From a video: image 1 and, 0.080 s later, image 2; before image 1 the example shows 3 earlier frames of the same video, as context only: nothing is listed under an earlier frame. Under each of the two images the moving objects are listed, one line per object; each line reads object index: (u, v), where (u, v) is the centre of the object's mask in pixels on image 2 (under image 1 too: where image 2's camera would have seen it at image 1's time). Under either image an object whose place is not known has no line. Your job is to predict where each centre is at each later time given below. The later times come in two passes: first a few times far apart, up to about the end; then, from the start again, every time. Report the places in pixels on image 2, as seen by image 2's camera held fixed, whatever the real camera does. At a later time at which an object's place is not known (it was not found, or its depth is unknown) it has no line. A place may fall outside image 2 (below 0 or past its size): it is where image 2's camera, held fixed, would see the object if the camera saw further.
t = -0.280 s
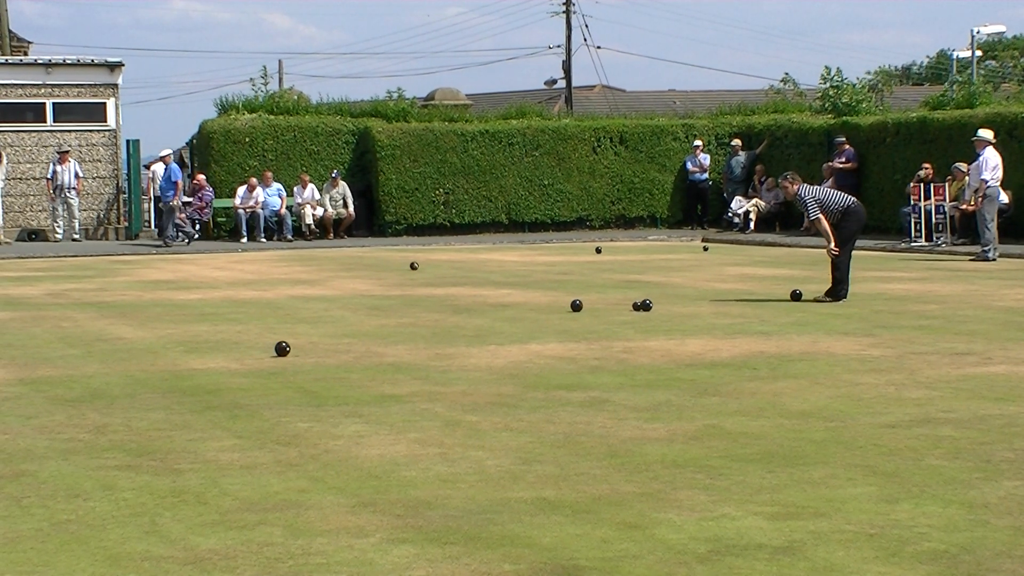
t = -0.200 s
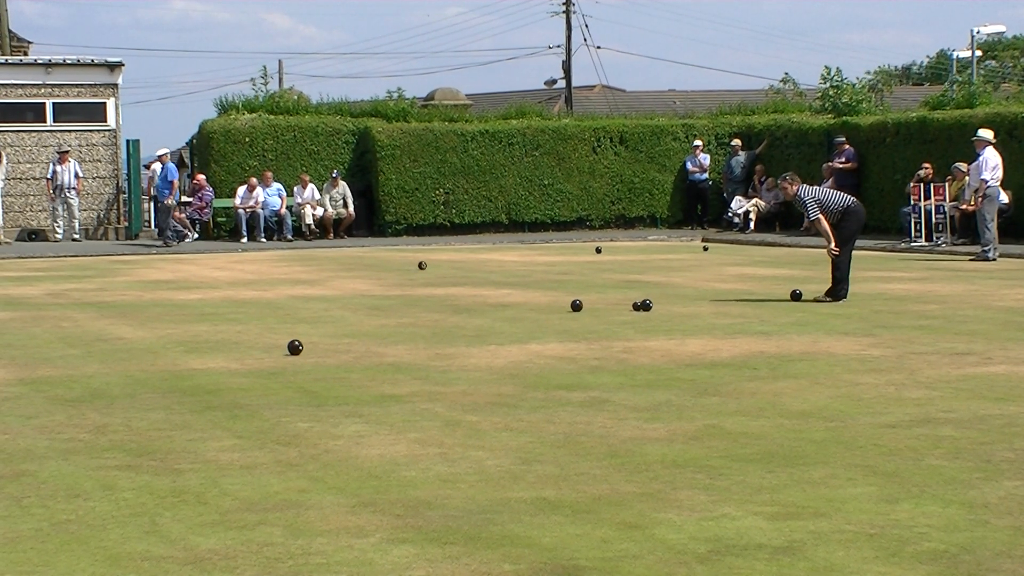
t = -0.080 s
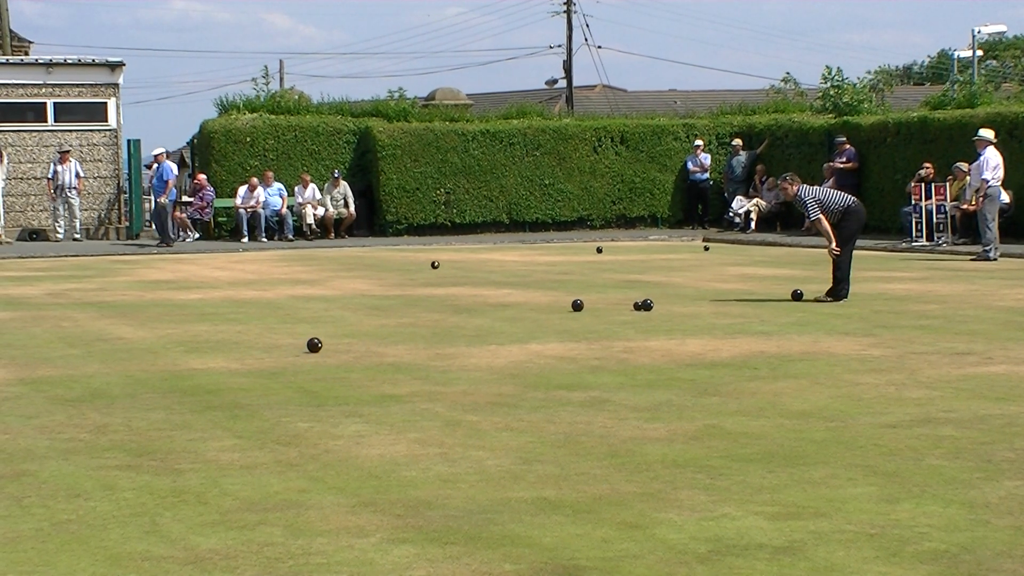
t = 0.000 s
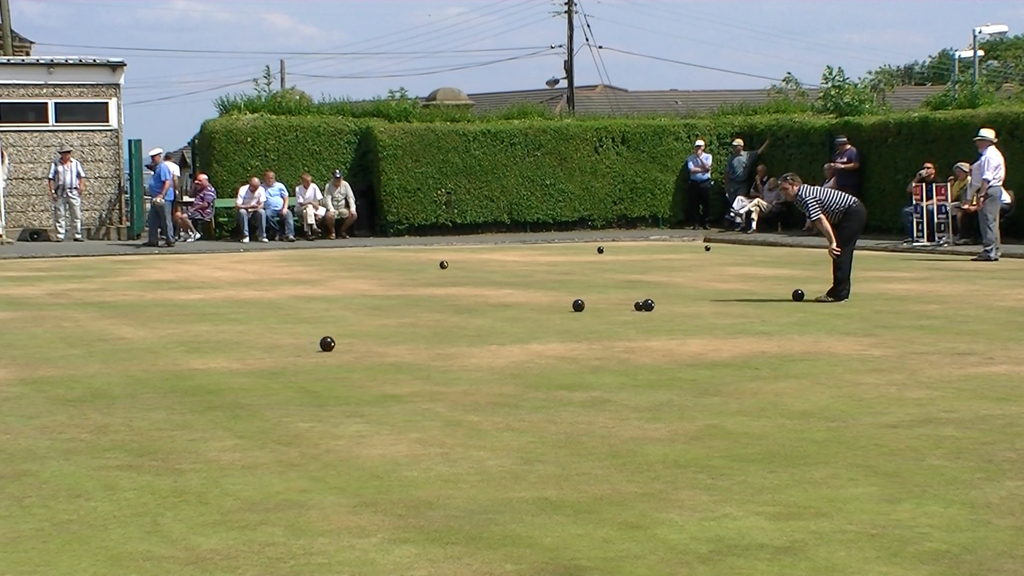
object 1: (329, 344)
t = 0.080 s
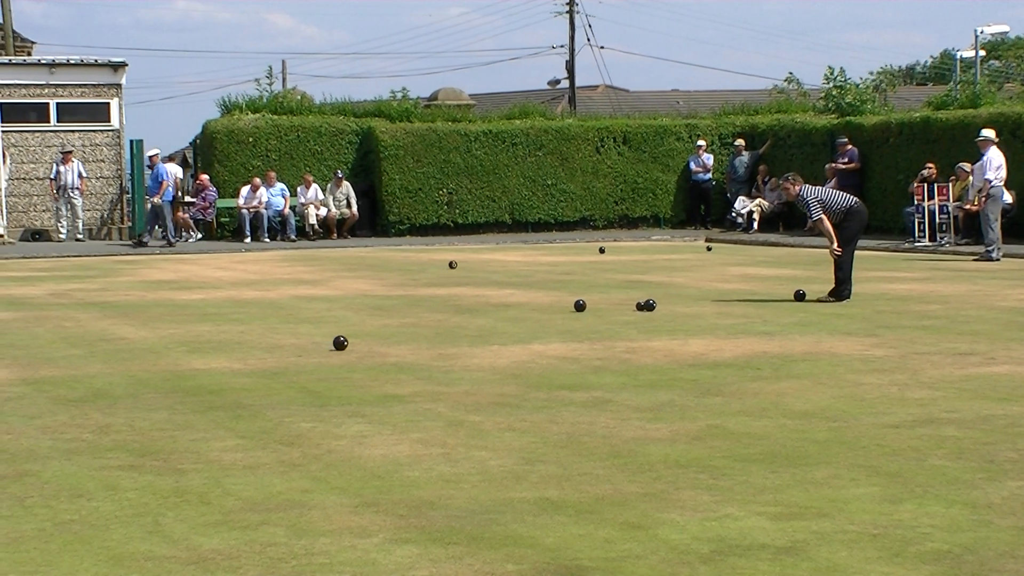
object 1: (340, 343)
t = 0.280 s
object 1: (368, 340)
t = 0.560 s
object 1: (404, 336)
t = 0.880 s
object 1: (441, 332)
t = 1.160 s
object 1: (470, 328)
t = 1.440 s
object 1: (496, 326)
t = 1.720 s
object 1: (520, 323)
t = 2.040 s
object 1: (542, 320)
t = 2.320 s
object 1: (560, 318)
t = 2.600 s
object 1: (576, 316)
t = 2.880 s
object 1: (590, 314)
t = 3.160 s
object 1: (604, 312)
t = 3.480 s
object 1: (617, 311)
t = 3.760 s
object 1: (626, 310)
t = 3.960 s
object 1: (631, 309)
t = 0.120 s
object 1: (346, 342)
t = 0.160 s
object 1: (352, 341)
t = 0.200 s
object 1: (357, 341)
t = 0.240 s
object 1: (363, 340)
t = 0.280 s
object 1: (368, 340)
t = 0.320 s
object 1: (373, 339)
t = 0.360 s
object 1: (379, 339)
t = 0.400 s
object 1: (384, 338)
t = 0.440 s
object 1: (389, 337)
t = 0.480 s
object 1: (394, 337)
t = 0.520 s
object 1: (399, 336)
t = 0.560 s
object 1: (404, 336)
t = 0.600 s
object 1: (408, 335)
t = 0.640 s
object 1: (413, 335)
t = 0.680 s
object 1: (418, 334)
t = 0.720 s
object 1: (423, 334)
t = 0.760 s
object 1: (427, 334)
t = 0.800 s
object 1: (432, 333)
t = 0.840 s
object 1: (436, 332)
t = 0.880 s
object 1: (441, 332)
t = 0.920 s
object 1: (445, 331)
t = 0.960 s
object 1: (449, 331)
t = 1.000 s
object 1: (453, 331)
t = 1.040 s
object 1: (458, 330)
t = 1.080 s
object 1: (462, 330)
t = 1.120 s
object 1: (466, 329)
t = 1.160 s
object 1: (470, 328)
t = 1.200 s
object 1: (474, 328)
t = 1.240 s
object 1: (478, 328)
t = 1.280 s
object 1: (482, 327)
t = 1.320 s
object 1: (485, 327)
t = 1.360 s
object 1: (489, 326)
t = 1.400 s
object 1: (493, 326)
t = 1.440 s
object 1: (496, 326)
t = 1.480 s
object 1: (500, 325)
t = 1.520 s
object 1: (503, 325)
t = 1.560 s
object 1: (507, 325)
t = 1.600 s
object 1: (510, 324)
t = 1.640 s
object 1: (513, 324)
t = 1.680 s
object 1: (517, 323)
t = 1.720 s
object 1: (520, 323)
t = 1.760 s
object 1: (523, 323)
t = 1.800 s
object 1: (526, 322)
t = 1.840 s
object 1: (528, 322)
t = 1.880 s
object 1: (531, 322)
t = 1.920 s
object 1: (534, 321)
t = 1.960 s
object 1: (537, 321)
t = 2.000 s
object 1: (540, 320)
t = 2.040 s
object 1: (542, 320)
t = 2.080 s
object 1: (545, 320)
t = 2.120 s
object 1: (548, 319)
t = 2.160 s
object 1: (550, 319)
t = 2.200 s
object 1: (553, 318)
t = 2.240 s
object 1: (555, 318)
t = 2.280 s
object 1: (558, 318)
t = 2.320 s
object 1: (560, 318)
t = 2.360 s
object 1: (562, 317)
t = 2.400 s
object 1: (565, 317)
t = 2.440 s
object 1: (567, 317)
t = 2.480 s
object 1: (569, 316)
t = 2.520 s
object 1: (572, 316)
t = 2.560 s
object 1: (574, 316)
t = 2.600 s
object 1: (576, 316)
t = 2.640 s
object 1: (578, 316)
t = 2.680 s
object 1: (580, 315)
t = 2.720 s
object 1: (582, 315)
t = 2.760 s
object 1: (584, 315)
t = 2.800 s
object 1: (586, 314)
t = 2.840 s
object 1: (588, 314)
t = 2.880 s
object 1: (590, 314)
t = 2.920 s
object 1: (593, 314)
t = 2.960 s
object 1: (594, 314)
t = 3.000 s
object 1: (596, 314)
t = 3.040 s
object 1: (598, 313)
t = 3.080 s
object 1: (600, 313)
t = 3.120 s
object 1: (602, 313)
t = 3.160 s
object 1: (604, 312)
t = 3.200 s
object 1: (605, 312)
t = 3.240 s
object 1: (607, 312)
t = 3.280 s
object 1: (609, 312)
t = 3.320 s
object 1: (611, 312)
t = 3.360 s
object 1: (612, 312)
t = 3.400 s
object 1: (614, 311)
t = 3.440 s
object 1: (615, 311)
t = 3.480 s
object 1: (617, 311)
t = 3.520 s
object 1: (619, 311)
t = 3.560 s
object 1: (620, 311)
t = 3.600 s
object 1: (621, 310)
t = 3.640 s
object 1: (622, 310)
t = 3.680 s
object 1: (624, 310)
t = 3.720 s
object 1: (625, 310)
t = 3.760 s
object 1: (626, 310)
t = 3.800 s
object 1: (627, 310)
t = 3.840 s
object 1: (628, 310)
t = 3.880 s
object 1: (629, 310)
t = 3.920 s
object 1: (630, 309)
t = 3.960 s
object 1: (631, 309)
